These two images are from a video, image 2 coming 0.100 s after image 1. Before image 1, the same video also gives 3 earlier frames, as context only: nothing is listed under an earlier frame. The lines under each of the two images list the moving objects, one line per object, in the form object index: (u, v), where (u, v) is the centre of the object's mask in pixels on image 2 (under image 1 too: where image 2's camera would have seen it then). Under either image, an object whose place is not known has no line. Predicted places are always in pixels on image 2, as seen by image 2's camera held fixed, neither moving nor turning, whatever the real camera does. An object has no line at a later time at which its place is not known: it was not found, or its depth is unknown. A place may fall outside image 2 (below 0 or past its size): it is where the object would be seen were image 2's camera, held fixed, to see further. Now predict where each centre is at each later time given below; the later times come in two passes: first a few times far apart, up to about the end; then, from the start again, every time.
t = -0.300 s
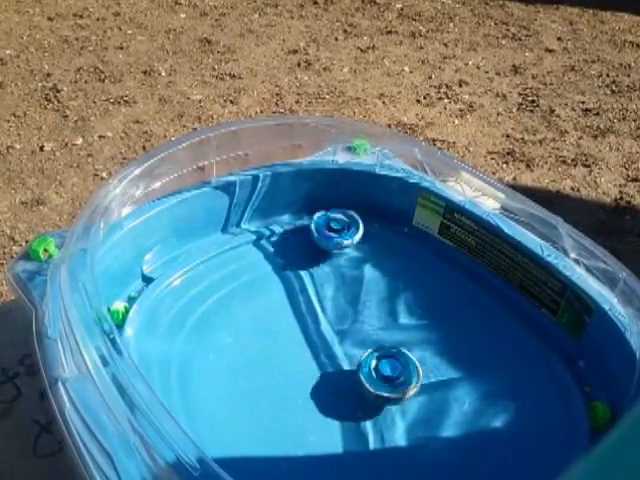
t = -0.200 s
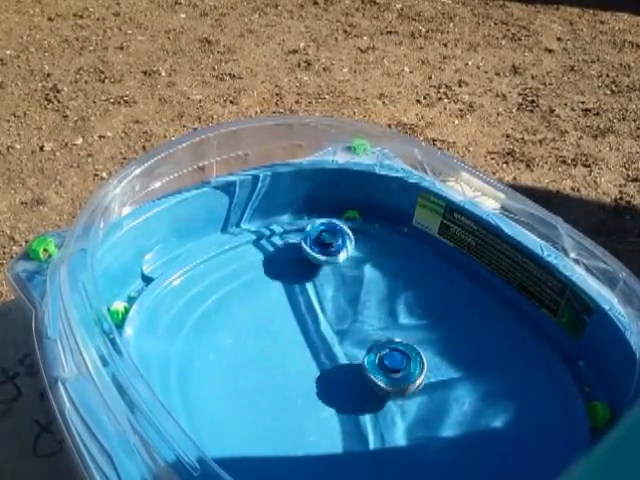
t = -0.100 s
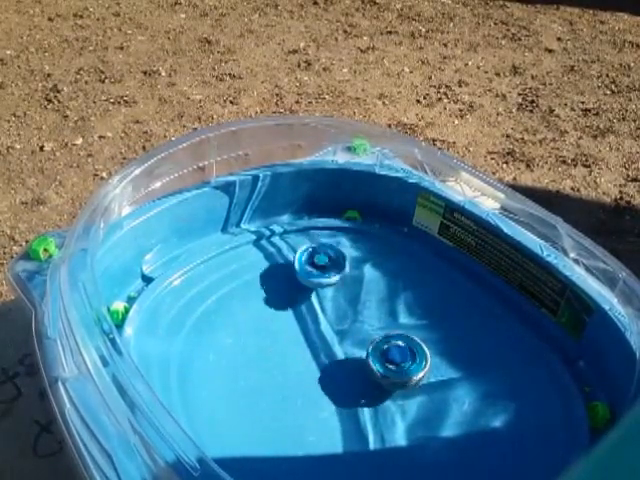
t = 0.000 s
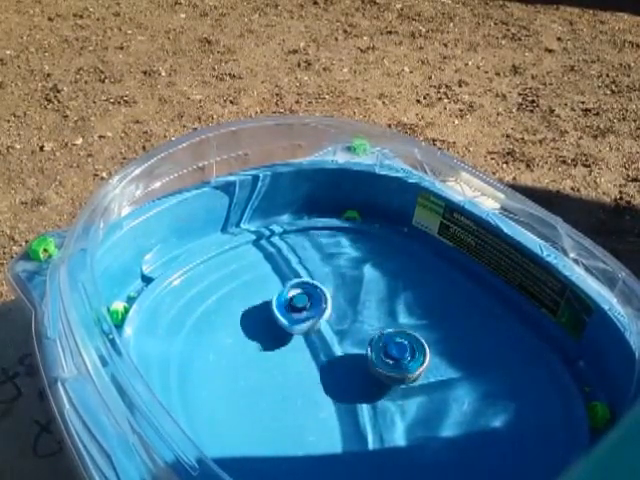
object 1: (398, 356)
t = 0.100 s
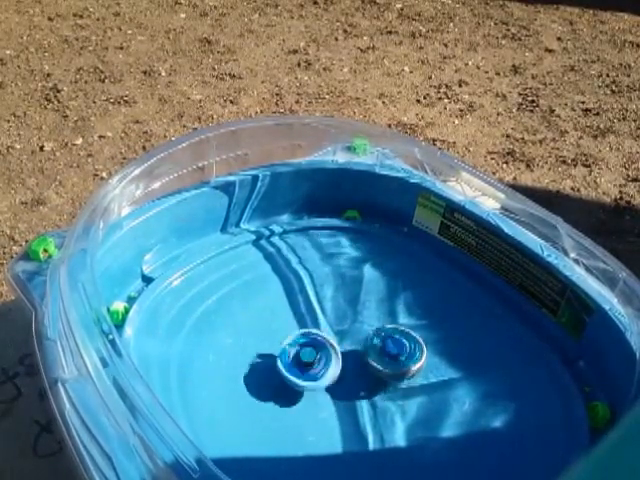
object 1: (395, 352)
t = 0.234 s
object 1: (386, 350)
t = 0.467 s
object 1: (371, 361)
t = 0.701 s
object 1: (368, 385)
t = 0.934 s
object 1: (379, 401)
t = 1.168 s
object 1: (387, 404)
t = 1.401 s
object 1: (381, 425)
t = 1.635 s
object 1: (382, 423)
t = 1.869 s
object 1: (375, 419)
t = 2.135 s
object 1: (327, 365)
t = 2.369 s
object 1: (298, 370)
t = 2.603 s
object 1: (293, 377)
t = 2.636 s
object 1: (287, 384)
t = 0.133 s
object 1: (393, 351)
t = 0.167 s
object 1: (391, 351)
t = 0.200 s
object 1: (389, 350)
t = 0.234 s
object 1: (386, 350)
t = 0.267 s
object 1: (382, 351)
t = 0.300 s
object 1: (380, 351)
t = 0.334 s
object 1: (378, 353)
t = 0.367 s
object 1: (376, 355)
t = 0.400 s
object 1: (374, 357)
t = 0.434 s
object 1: (373, 359)
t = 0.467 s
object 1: (371, 361)
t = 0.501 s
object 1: (370, 364)
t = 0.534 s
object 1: (368, 367)
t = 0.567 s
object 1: (368, 370)
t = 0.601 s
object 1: (368, 372)
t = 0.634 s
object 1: (368, 376)
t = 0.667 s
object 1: (368, 380)
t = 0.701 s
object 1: (368, 385)
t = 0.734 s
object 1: (369, 389)
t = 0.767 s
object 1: (370, 392)
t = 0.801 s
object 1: (372, 395)
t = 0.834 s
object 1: (374, 397)
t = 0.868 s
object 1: (375, 398)
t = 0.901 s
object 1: (378, 399)
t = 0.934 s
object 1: (379, 401)
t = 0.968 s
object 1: (380, 402)
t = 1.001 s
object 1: (382, 402)
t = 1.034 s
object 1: (383, 403)
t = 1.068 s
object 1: (384, 404)
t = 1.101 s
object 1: (386, 403)
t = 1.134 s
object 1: (387, 404)
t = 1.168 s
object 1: (387, 404)
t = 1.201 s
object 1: (387, 404)
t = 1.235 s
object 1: (387, 404)
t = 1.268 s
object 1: (387, 404)
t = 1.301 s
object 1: (387, 404)
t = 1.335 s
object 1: (384, 414)
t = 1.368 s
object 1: (382, 422)
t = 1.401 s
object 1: (381, 425)
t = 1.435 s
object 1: (381, 428)
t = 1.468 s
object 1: (382, 429)
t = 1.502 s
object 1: (382, 427)
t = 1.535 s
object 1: (382, 426)
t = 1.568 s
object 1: (382, 425)
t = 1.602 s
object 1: (382, 424)
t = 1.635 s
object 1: (382, 423)
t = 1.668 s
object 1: (381, 422)
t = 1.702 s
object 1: (380, 424)
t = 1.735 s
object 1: (379, 424)
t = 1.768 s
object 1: (378, 422)
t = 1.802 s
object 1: (378, 420)
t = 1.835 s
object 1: (376, 419)
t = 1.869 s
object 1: (375, 419)
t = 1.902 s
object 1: (371, 410)
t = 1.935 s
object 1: (363, 394)
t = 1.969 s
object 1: (357, 382)
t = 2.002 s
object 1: (351, 372)
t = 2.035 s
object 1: (346, 368)
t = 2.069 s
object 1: (339, 365)
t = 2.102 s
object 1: (333, 364)
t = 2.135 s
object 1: (327, 365)
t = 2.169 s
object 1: (321, 365)
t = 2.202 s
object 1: (315, 365)
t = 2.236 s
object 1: (311, 366)
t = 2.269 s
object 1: (307, 367)
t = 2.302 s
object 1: (303, 368)
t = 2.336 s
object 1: (300, 369)
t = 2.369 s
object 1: (298, 370)
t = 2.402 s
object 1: (296, 371)
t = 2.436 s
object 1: (295, 372)
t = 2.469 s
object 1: (294, 374)
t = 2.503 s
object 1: (293, 376)
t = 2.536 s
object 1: (293, 377)
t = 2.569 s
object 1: (293, 377)
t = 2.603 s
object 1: (293, 377)
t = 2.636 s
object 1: (287, 384)
